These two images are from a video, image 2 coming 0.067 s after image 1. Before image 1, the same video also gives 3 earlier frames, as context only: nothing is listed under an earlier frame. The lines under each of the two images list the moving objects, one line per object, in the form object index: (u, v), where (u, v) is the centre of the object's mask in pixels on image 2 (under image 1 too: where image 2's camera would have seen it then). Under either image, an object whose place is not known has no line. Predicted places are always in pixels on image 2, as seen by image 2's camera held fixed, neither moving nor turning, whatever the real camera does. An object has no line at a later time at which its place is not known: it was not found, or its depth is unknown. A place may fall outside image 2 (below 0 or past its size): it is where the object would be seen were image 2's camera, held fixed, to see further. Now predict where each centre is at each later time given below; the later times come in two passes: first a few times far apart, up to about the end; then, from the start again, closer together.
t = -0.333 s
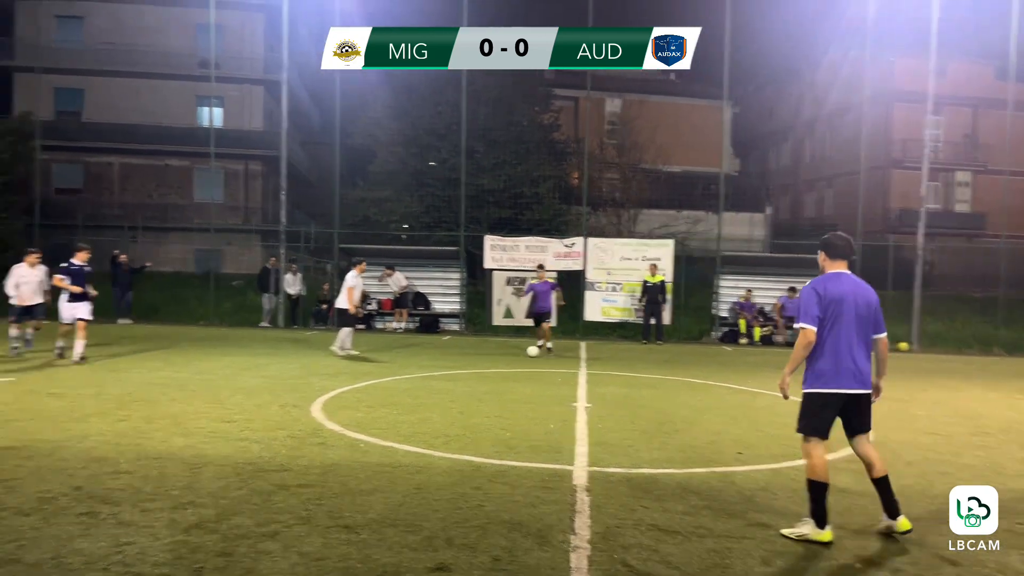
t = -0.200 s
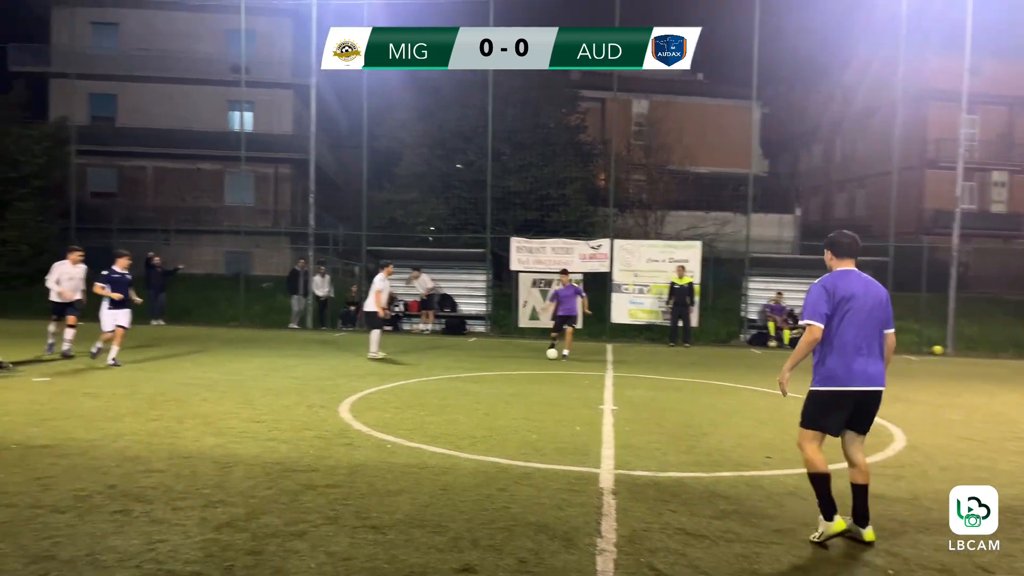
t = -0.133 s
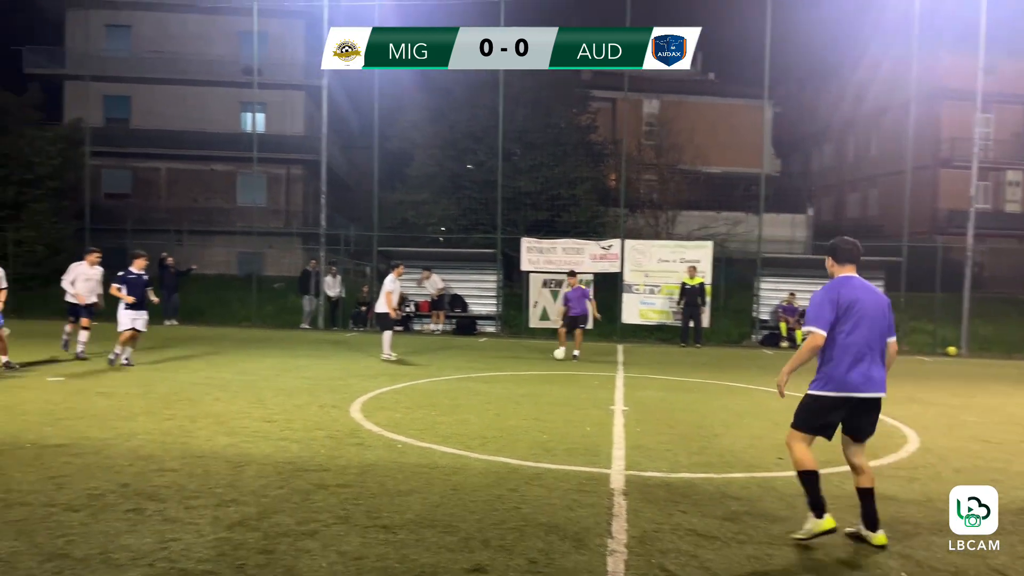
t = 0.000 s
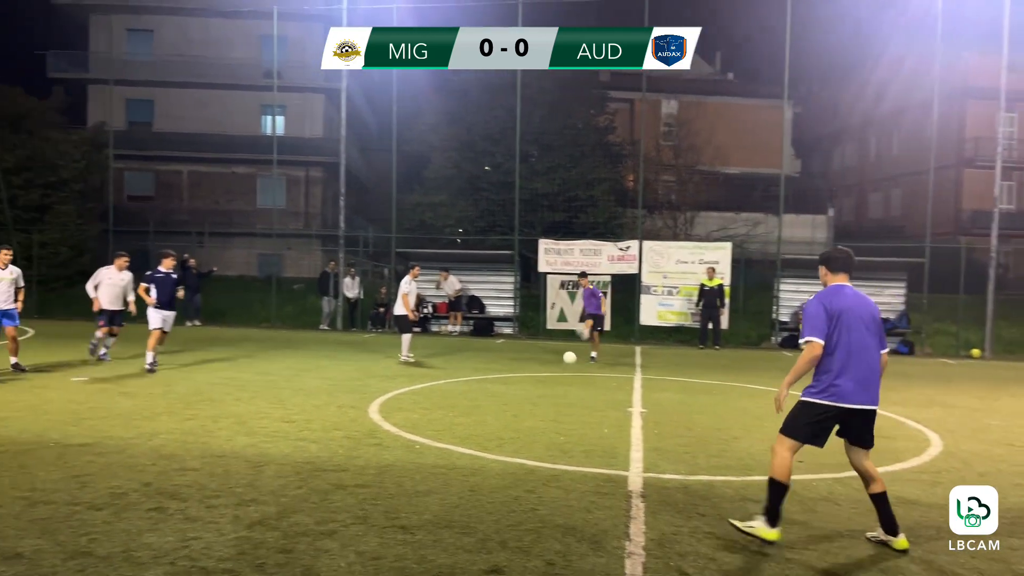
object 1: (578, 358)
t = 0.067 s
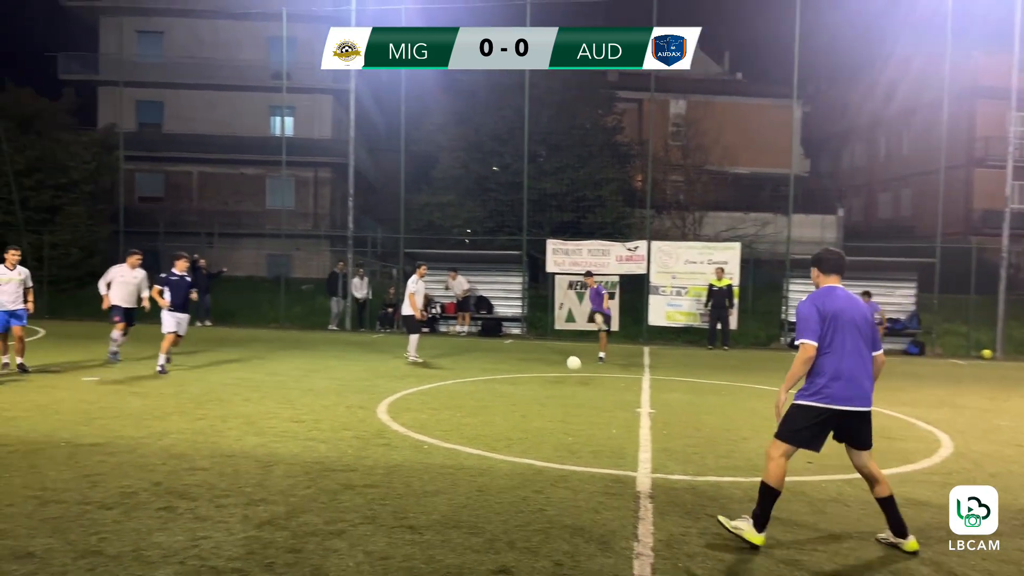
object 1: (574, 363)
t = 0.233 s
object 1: (564, 396)
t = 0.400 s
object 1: (553, 433)
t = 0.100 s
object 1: (571, 367)
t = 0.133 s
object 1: (569, 372)
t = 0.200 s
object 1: (566, 387)
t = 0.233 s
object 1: (564, 396)
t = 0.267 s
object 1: (562, 407)
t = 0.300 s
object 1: (560, 411)
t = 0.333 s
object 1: (558, 416)
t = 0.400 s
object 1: (553, 433)
